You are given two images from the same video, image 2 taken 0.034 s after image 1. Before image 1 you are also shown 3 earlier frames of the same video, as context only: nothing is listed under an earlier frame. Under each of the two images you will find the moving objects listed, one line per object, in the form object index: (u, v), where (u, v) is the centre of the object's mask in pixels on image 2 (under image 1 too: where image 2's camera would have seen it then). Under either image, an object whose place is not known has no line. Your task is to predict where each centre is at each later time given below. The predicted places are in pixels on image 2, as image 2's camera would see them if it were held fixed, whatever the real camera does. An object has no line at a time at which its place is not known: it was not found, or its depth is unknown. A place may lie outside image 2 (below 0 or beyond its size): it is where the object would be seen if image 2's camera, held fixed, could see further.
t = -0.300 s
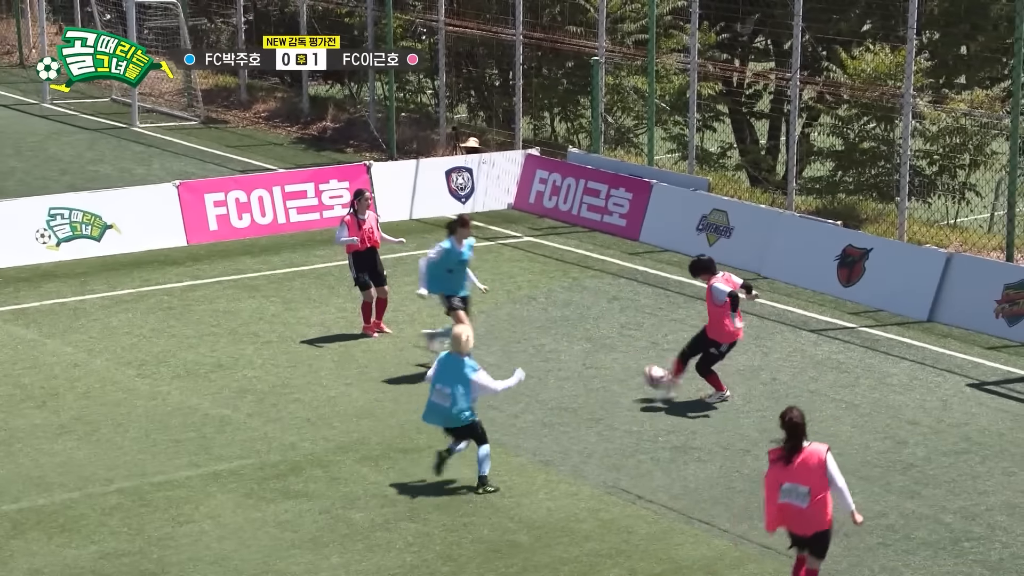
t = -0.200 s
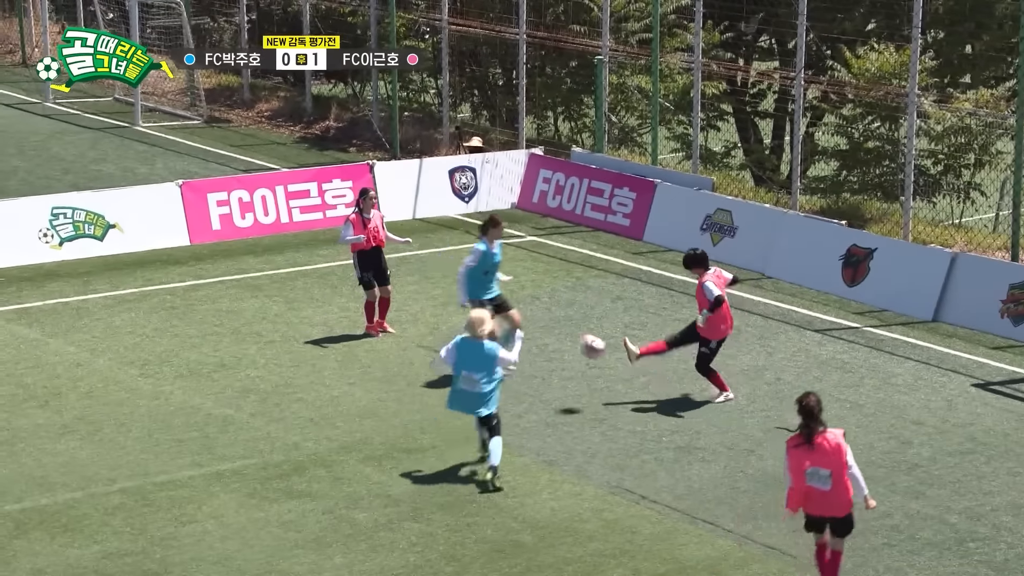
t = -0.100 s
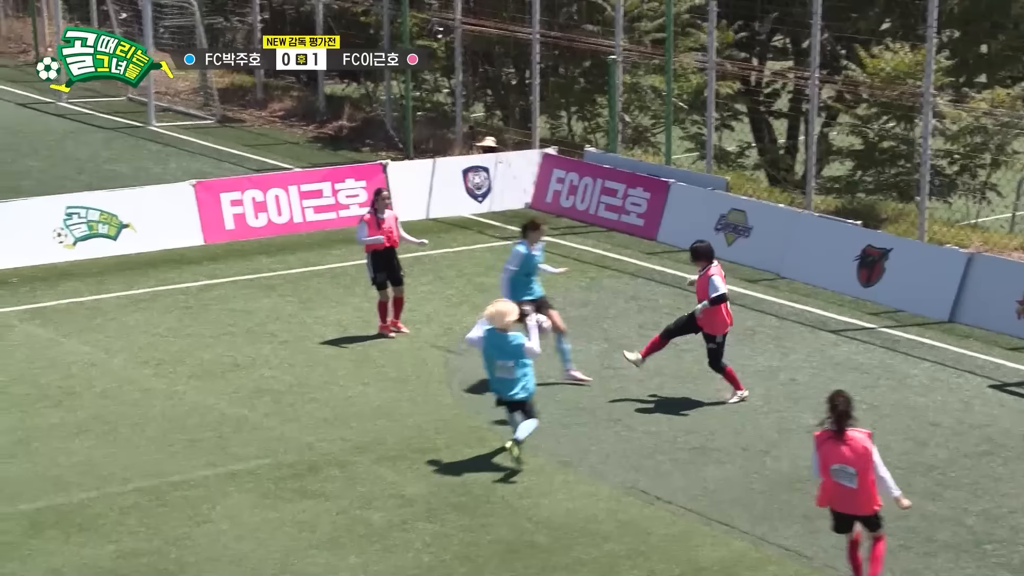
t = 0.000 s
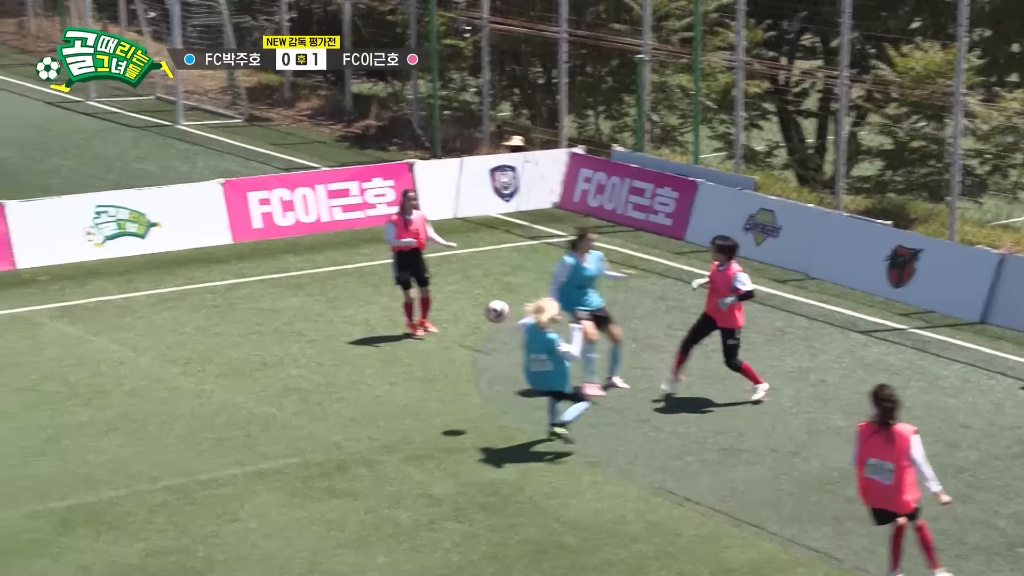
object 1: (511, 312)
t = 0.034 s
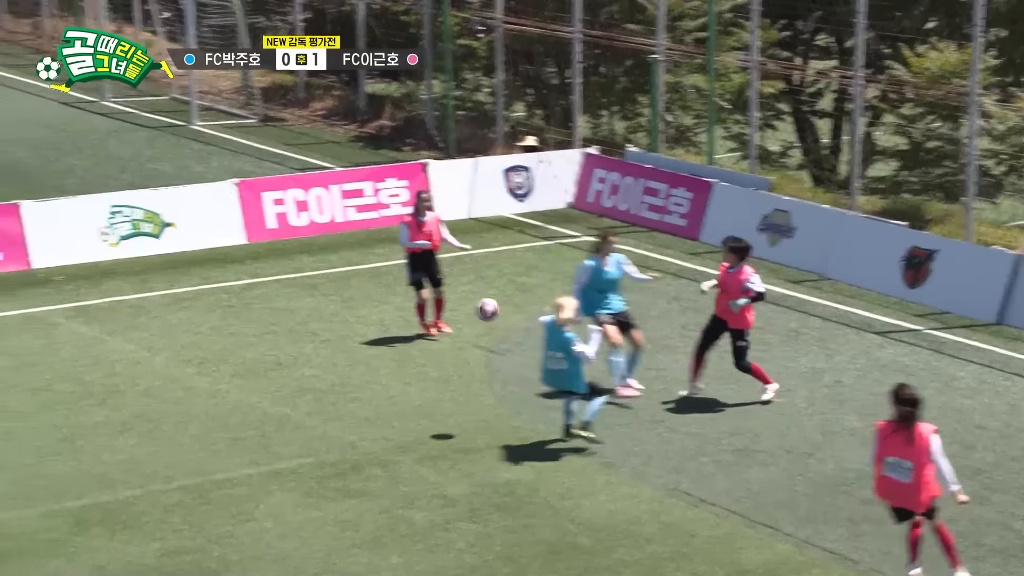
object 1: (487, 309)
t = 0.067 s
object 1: (464, 308)
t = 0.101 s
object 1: (441, 308)
